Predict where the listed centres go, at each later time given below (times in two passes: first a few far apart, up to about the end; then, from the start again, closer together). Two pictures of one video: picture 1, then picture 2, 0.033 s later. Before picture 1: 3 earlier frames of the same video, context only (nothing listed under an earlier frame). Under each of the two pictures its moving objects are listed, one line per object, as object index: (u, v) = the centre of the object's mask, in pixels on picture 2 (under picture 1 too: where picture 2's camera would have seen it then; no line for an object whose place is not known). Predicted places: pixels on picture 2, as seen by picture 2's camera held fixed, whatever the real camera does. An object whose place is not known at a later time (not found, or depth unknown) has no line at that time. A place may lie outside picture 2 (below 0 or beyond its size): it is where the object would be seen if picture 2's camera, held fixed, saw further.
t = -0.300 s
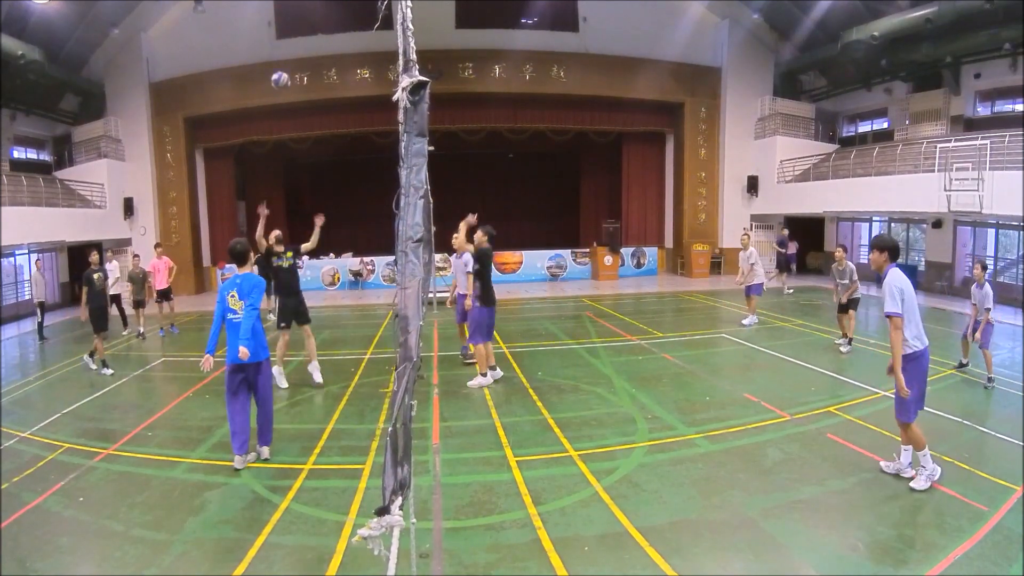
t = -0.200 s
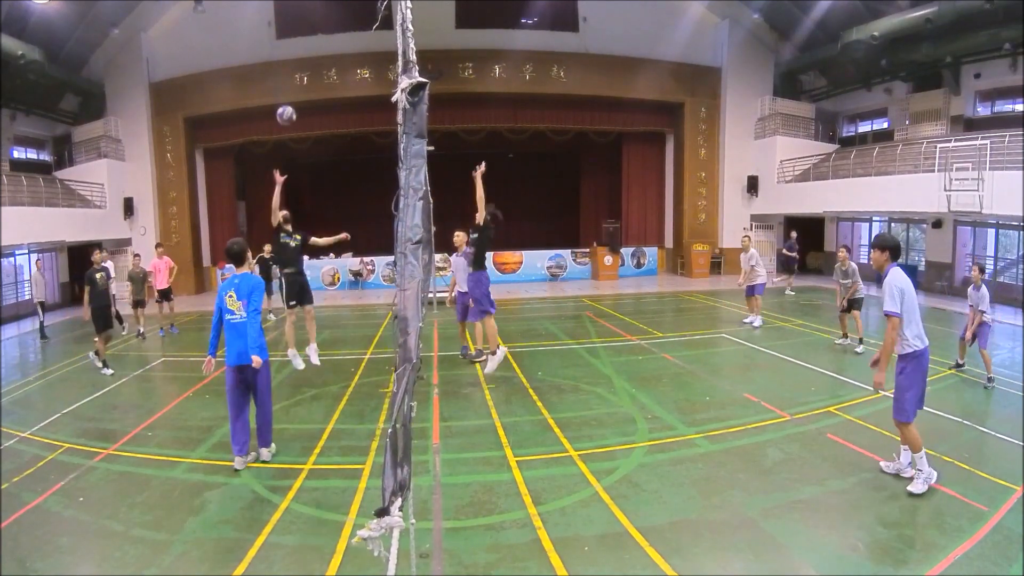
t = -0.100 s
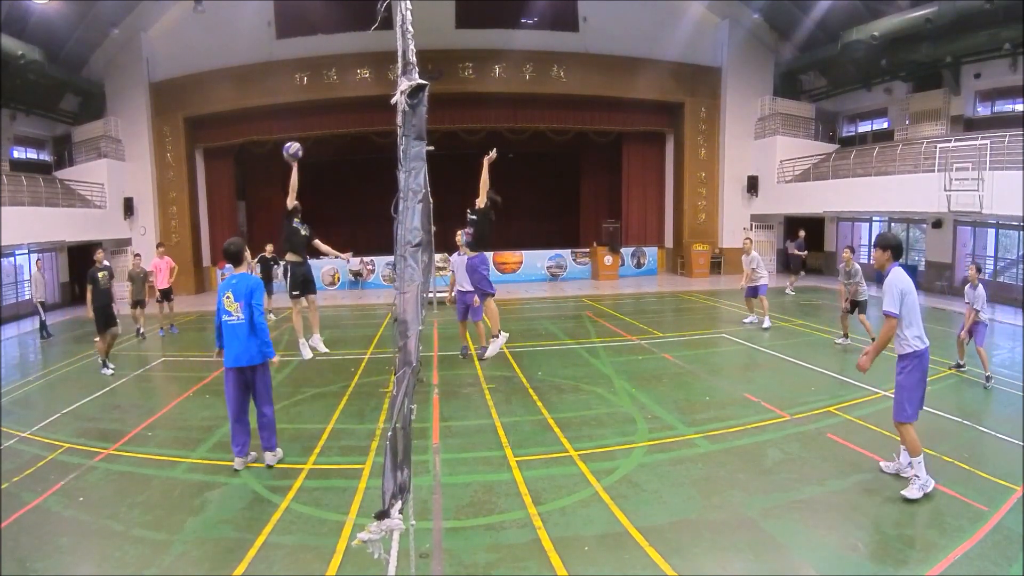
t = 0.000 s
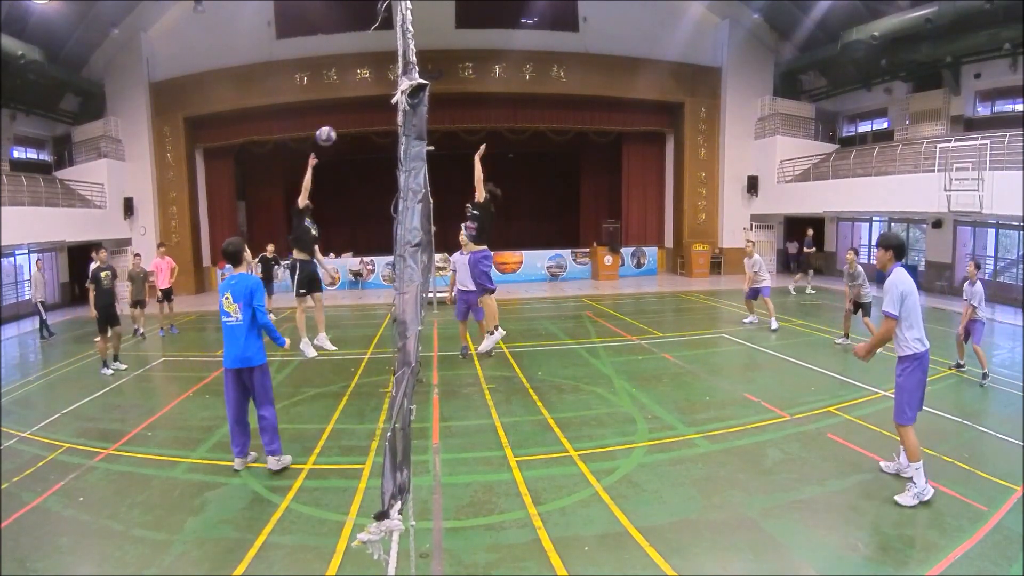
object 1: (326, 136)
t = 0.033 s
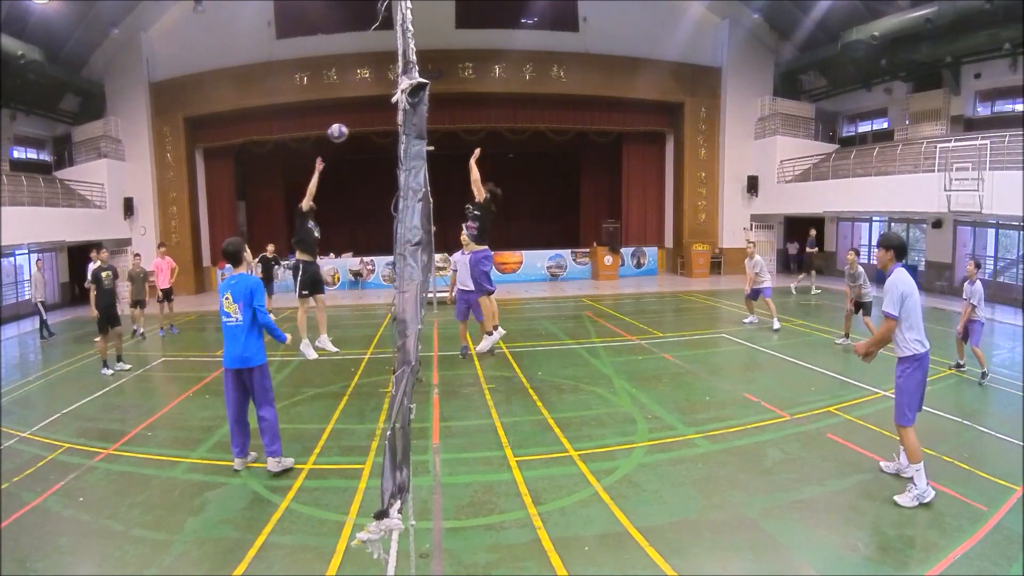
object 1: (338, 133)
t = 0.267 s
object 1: (431, 141)
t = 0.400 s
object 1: (474, 166)
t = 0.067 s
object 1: (350, 131)
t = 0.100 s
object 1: (362, 130)
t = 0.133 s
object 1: (375, 130)
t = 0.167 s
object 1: (387, 131)
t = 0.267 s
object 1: (431, 141)
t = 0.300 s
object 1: (437, 145)
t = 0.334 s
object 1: (450, 151)
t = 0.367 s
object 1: (462, 158)
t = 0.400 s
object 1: (474, 166)
